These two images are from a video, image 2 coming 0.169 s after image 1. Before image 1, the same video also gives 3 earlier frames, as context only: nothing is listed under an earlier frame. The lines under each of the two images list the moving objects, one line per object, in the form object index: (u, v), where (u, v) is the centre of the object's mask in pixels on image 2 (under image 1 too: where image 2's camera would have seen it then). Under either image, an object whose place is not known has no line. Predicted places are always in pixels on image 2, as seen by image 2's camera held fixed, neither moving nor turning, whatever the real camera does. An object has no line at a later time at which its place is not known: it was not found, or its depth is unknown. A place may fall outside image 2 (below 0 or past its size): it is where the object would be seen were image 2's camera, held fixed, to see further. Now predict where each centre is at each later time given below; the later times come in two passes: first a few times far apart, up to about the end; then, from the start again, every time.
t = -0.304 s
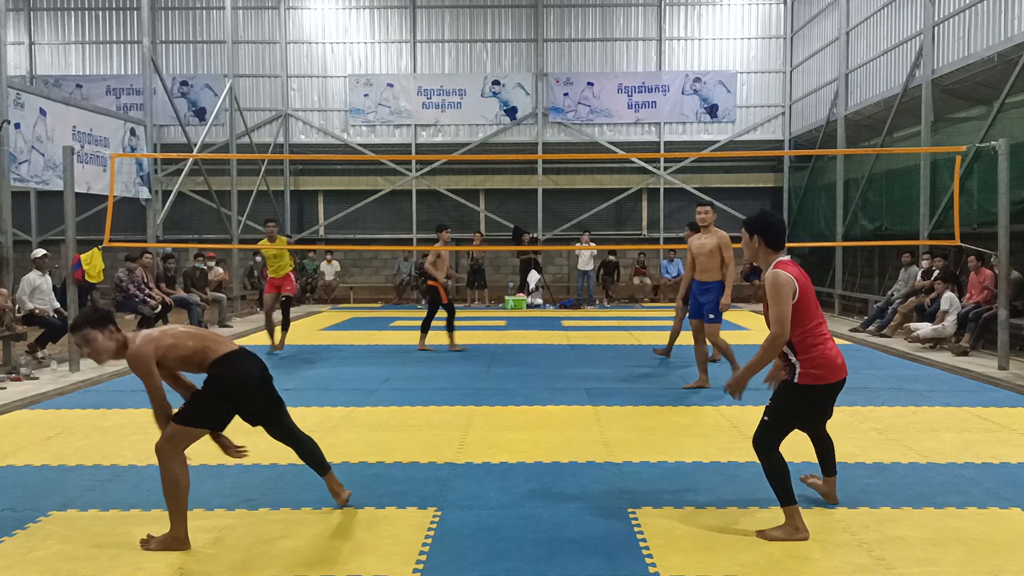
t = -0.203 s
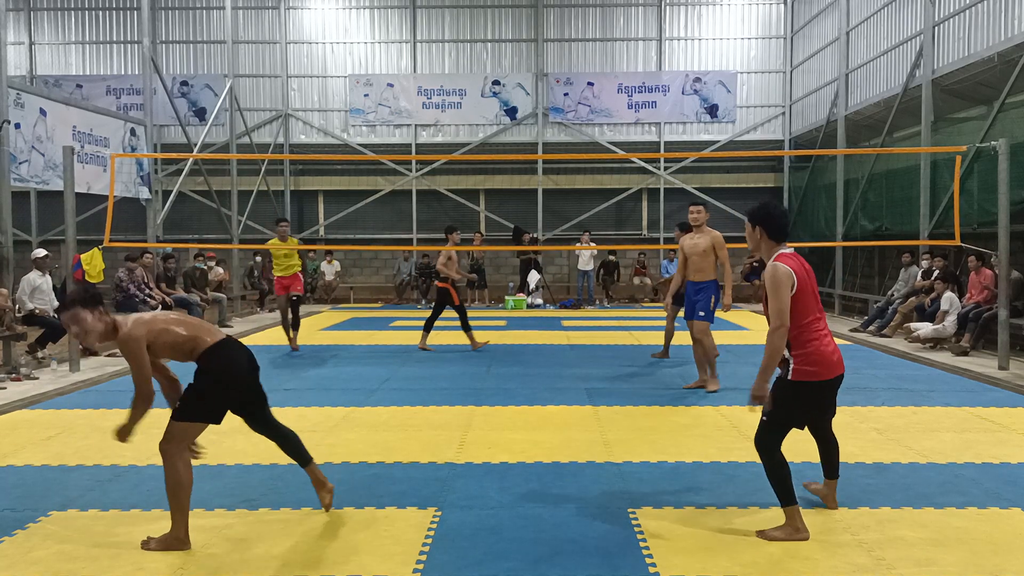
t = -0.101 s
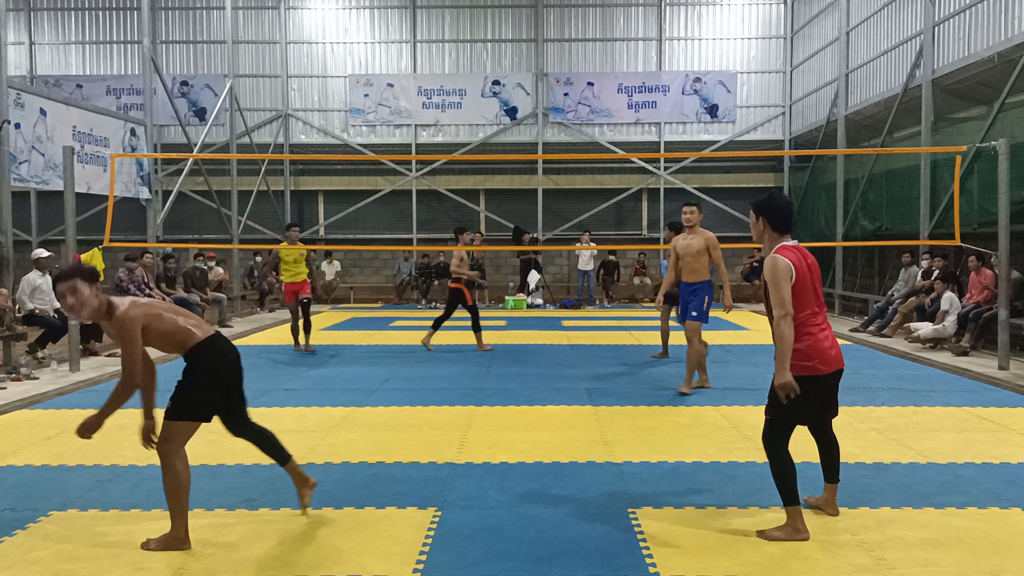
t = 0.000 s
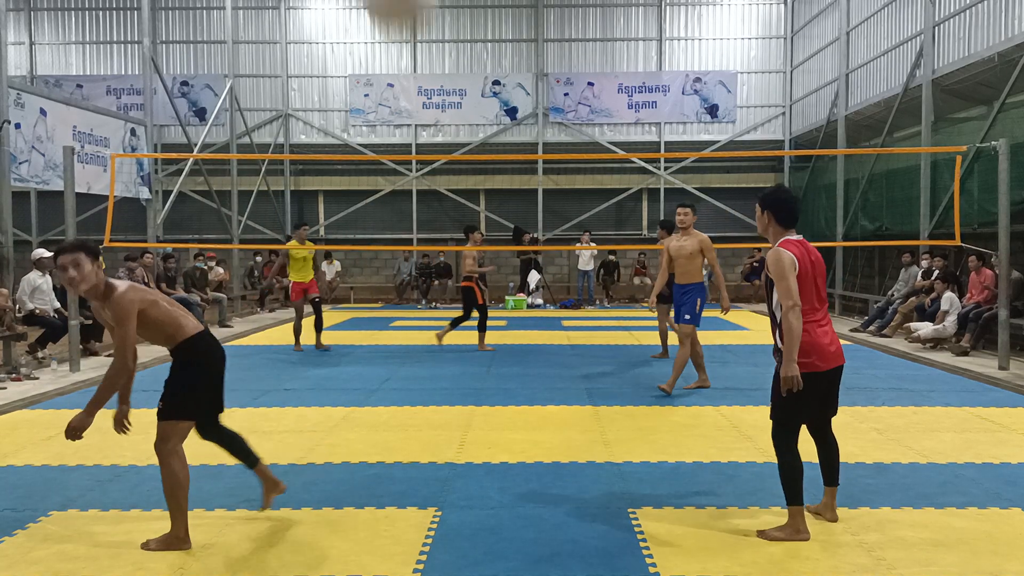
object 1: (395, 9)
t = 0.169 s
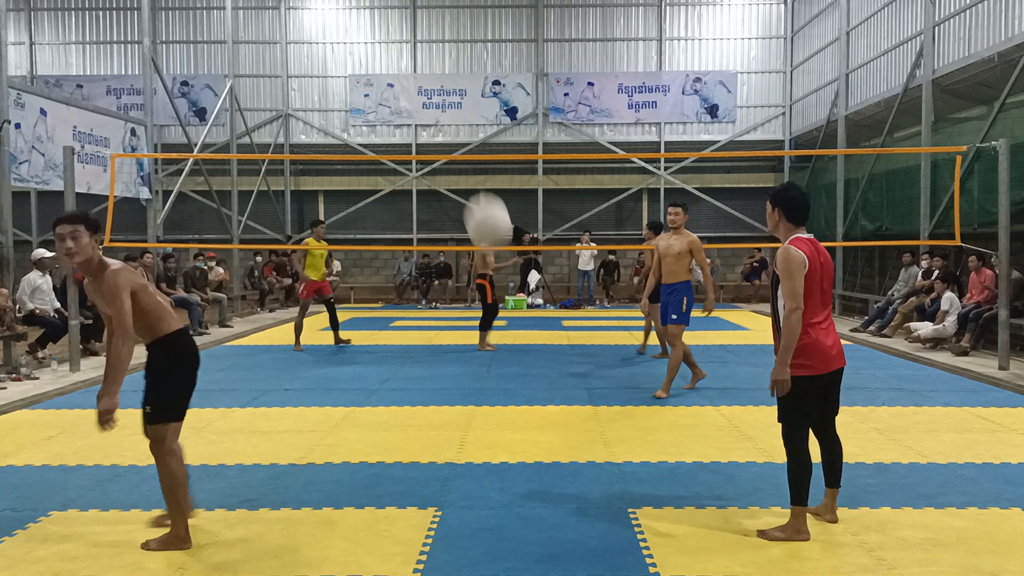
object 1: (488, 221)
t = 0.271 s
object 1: (516, 309)
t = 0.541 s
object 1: (550, 350)
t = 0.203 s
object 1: (499, 255)
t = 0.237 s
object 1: (507, 281)
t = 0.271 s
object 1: (516, 309)
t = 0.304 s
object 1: (524, 335)
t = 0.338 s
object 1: (530, 359)
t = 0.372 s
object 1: (536, 382)
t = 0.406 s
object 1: (540, 399)
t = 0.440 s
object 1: (545, 417)
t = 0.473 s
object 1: (547, 392)
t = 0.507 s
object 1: (549, 371)
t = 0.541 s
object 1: (550, 350)
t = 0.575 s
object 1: (552, 330)
